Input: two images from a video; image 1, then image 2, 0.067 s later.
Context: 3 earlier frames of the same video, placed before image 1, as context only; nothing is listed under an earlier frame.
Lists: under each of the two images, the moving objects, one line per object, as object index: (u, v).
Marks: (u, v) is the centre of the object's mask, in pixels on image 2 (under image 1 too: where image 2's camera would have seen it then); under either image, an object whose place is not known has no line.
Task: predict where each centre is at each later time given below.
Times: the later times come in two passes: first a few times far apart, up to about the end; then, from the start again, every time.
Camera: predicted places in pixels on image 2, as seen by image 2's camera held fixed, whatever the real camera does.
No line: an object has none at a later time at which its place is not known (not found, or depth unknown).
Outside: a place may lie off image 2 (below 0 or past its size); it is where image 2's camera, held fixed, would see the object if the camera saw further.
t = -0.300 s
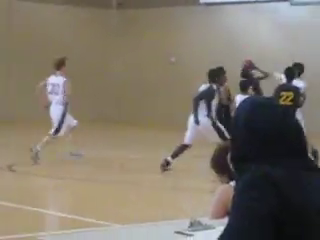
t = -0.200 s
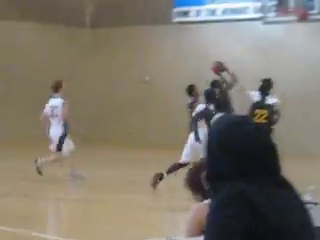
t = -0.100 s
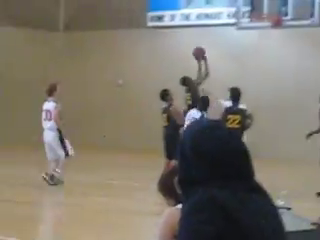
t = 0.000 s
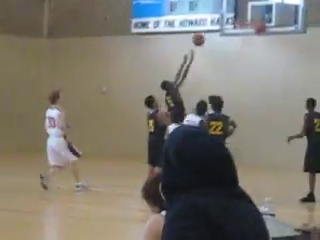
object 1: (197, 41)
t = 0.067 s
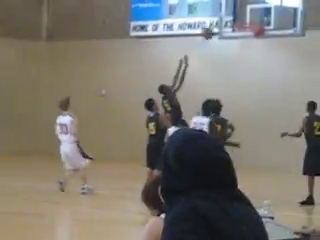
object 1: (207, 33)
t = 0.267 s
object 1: (241, 19)
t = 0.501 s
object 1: (244, 25)
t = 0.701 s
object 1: (246, 49)
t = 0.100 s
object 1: (213, 28)
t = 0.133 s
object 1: (218, 25)
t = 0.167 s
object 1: (223, 22)
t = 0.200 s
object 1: (228, 20)
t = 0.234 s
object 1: (234, 20)
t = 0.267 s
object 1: (241, 19)
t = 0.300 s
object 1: (246, 18)
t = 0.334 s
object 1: (246, 17)
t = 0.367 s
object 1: (246, 18)
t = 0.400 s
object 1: (246, 21)
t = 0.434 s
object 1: (245, 22)
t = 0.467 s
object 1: (245, 23)
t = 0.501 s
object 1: (244, 25)
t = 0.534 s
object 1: (246, 29)
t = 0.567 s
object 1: (246, 33)
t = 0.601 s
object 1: (247, 36)
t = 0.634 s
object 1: (246, 41)
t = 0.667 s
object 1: (246, 44)
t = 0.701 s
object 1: (246, 49)
